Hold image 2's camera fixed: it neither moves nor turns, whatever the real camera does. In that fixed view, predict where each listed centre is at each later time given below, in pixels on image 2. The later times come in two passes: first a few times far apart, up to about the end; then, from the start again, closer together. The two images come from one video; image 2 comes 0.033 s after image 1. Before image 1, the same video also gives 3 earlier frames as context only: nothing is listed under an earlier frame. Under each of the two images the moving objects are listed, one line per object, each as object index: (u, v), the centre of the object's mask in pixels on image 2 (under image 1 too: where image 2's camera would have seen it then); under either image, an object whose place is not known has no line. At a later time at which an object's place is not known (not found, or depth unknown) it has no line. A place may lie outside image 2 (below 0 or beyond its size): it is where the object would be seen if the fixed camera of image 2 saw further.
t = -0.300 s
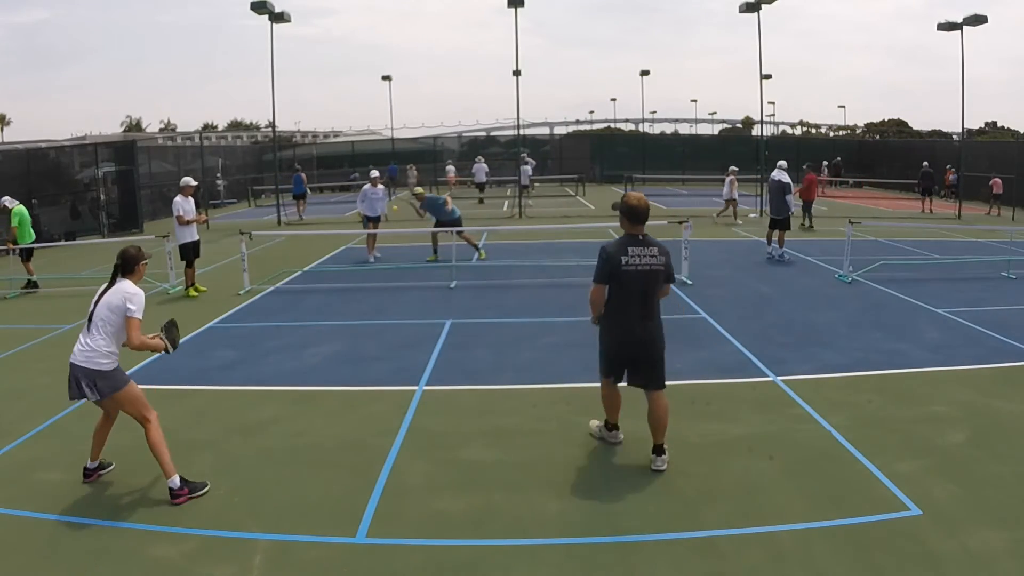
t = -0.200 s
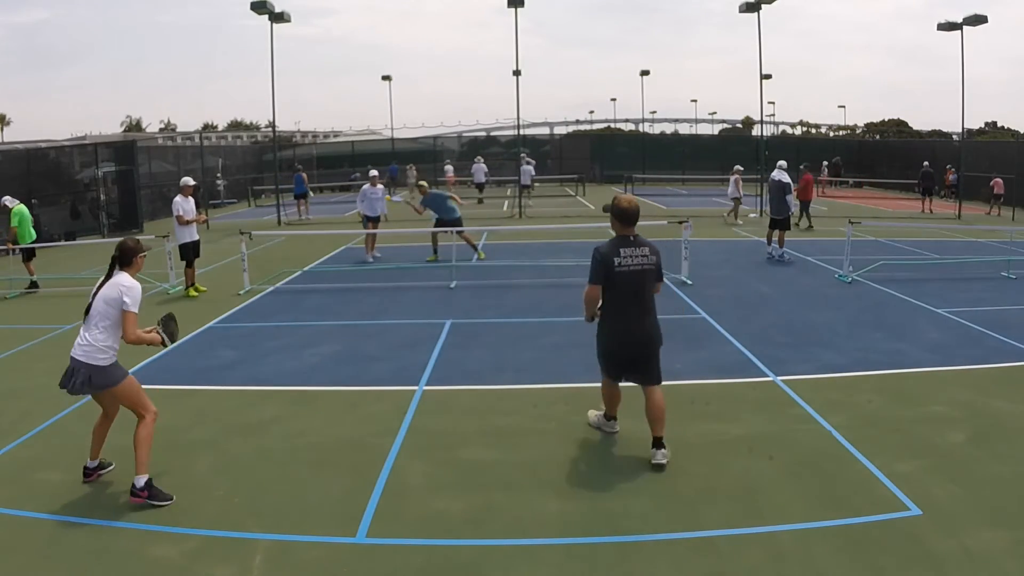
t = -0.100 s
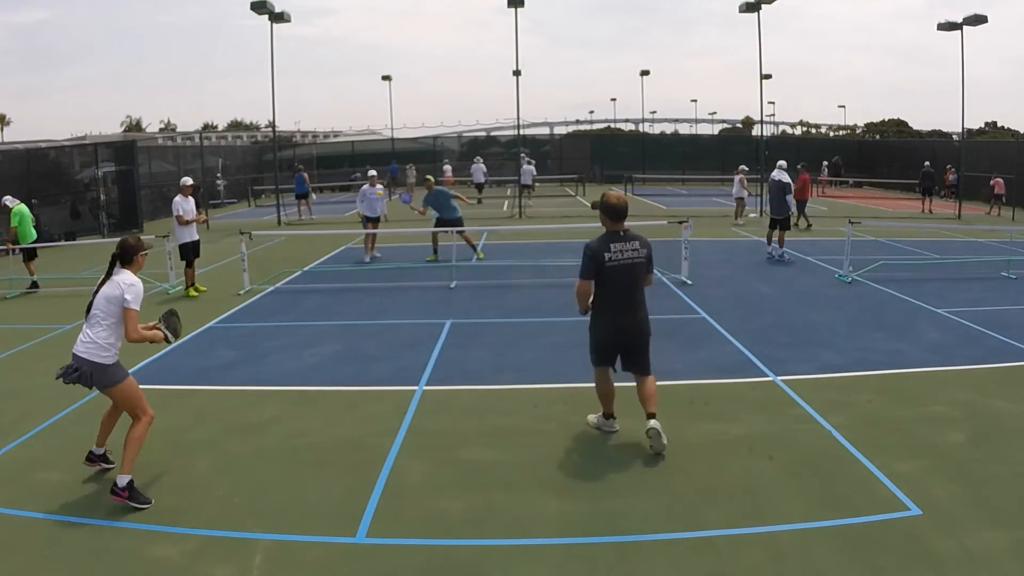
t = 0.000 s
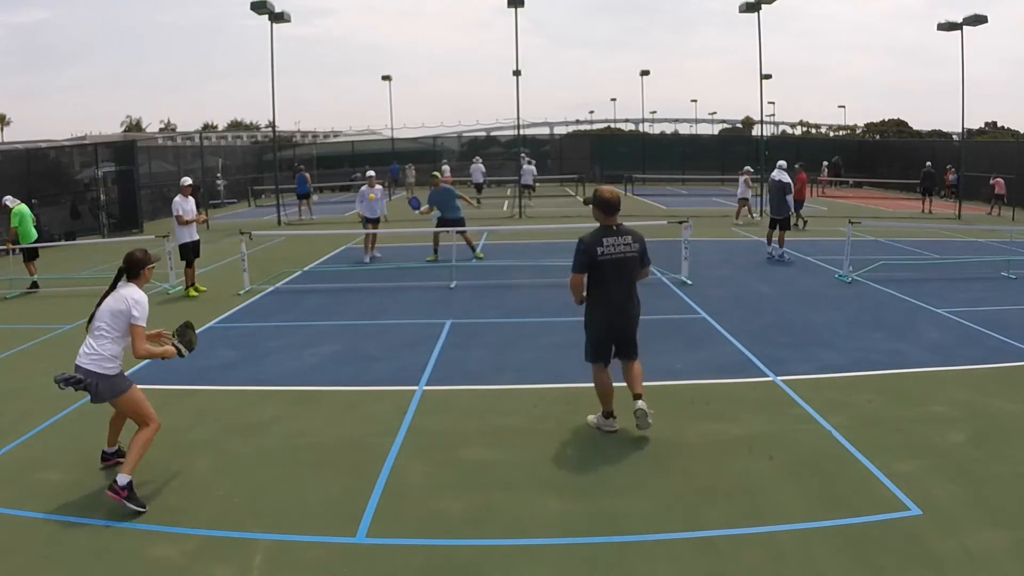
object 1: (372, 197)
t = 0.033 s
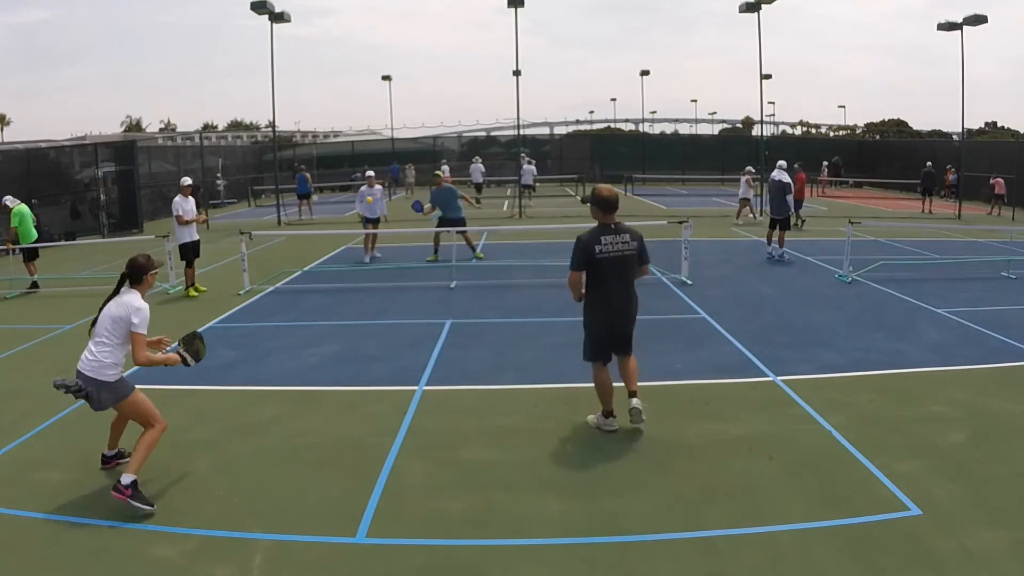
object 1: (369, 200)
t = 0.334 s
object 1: (338, 297)
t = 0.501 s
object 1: (319, 433)
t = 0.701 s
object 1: (284, 415)
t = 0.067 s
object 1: (366, 204)
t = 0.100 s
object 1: (362, 210)
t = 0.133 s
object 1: (359, 217)
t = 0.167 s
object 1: (356, 225)
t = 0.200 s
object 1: (353, 236)
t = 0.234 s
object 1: (349, 248)
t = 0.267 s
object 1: (345, 262)
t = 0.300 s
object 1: (342, 279)
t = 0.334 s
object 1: (338, 297)
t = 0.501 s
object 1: (319, 433)
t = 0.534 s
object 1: (314, 437)
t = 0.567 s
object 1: (309, 429)
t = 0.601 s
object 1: (303, 423)
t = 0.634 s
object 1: (297, 419)
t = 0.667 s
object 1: (290, 416)
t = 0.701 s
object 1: (284, 415)
